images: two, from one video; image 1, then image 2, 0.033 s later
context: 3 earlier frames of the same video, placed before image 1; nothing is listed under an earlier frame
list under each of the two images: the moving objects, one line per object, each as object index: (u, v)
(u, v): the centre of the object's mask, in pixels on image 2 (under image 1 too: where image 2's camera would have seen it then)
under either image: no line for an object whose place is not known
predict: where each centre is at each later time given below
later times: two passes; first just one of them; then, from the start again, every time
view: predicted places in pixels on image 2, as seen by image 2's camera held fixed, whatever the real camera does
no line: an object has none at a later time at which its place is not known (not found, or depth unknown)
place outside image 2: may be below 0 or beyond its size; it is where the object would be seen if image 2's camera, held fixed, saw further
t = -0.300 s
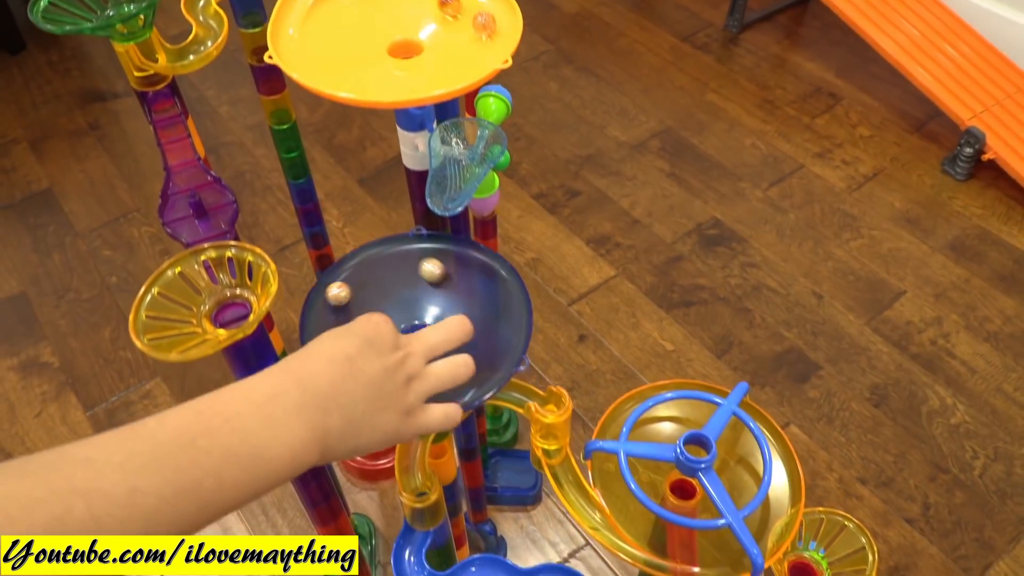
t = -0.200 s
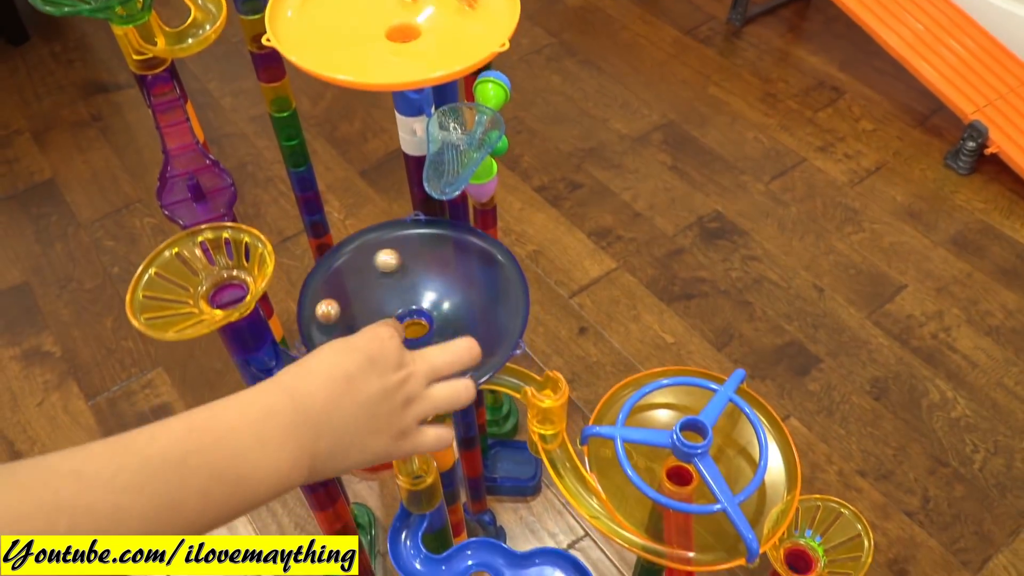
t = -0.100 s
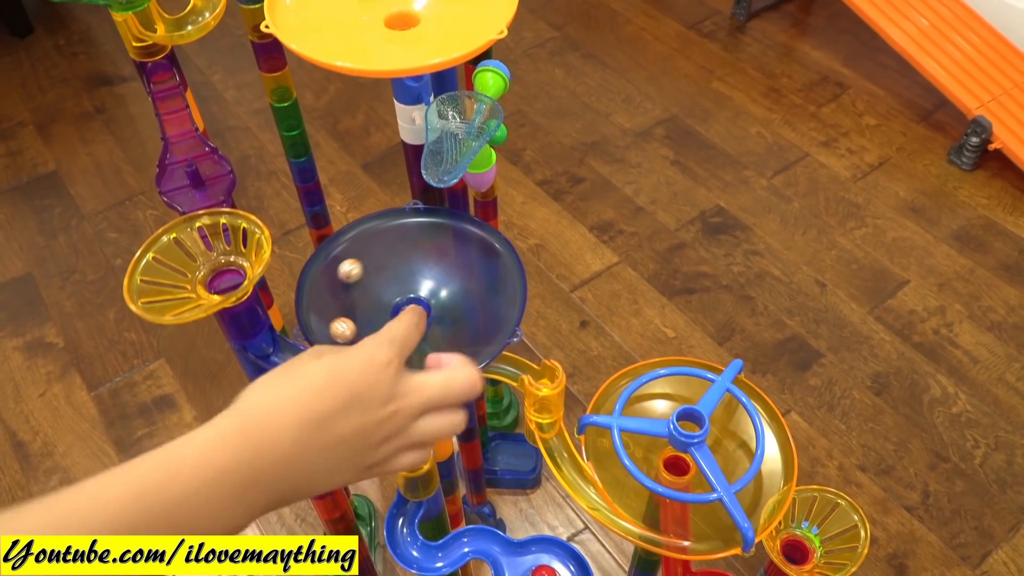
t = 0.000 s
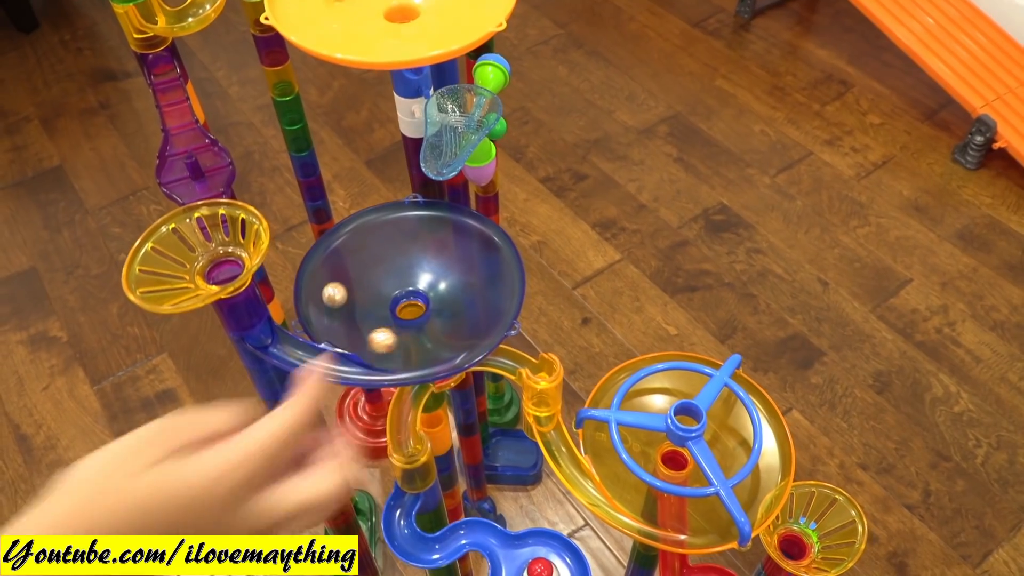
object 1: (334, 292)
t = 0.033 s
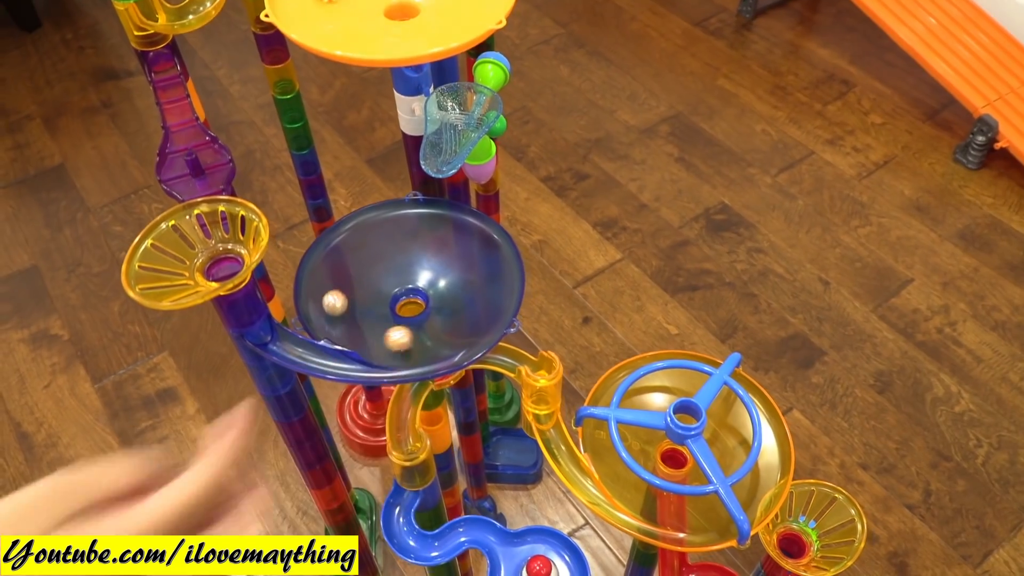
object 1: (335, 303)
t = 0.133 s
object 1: (355, 328)
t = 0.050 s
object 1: (336, 307)
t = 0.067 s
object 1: (339, 312)
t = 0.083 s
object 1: (342, 316)
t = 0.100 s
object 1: (346, 321)
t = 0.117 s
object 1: (350, 325)
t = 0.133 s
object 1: (355, 328)
